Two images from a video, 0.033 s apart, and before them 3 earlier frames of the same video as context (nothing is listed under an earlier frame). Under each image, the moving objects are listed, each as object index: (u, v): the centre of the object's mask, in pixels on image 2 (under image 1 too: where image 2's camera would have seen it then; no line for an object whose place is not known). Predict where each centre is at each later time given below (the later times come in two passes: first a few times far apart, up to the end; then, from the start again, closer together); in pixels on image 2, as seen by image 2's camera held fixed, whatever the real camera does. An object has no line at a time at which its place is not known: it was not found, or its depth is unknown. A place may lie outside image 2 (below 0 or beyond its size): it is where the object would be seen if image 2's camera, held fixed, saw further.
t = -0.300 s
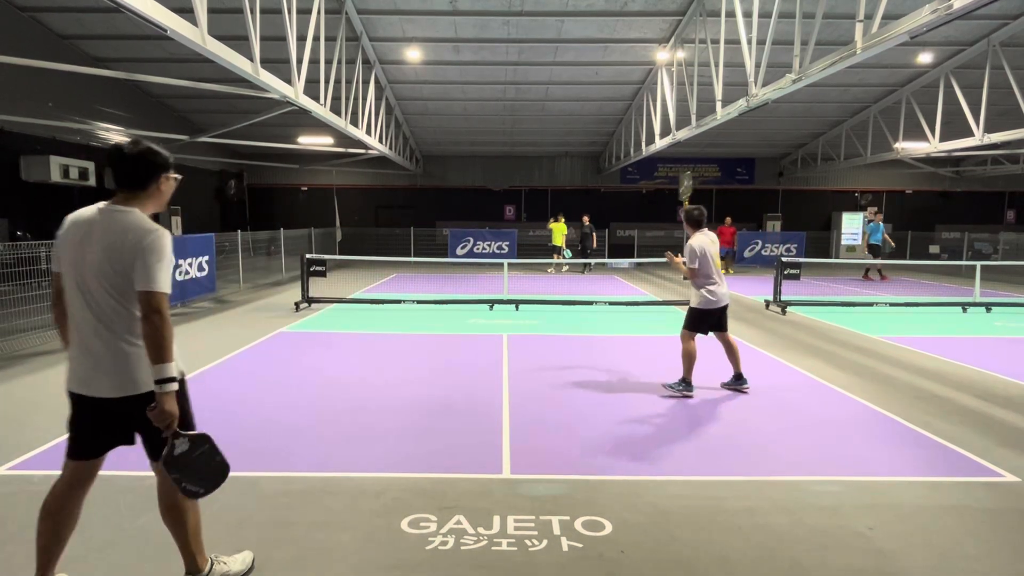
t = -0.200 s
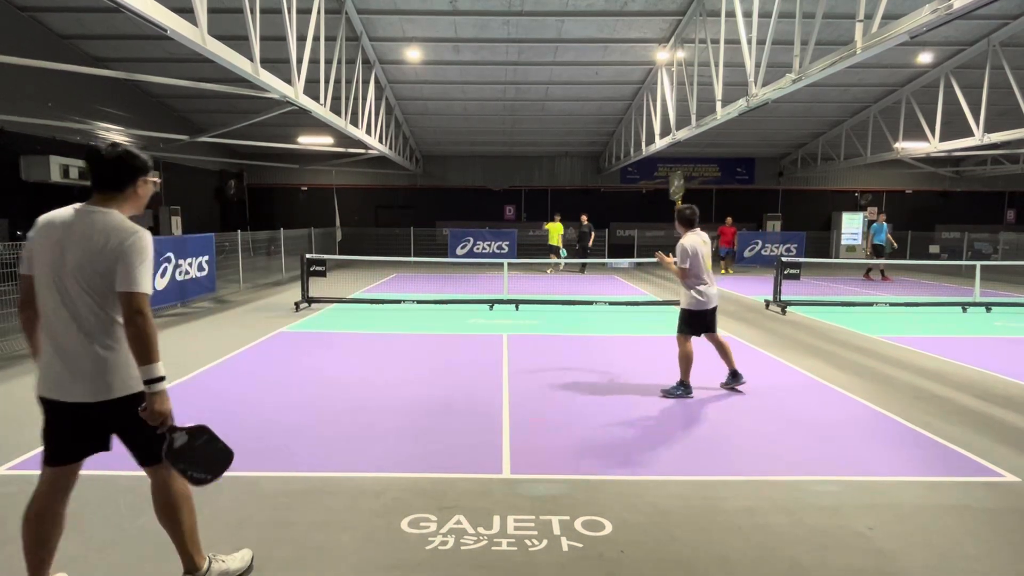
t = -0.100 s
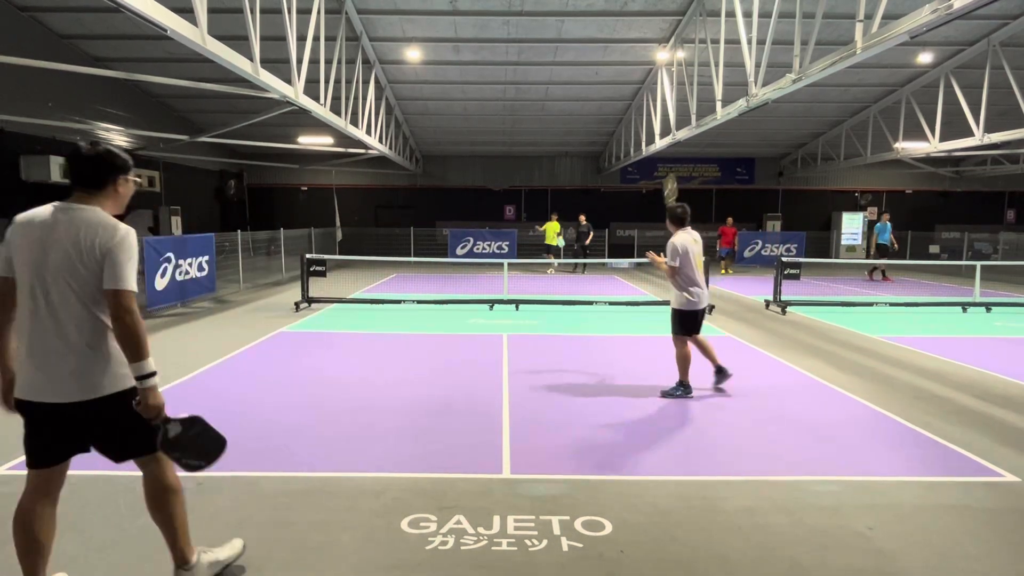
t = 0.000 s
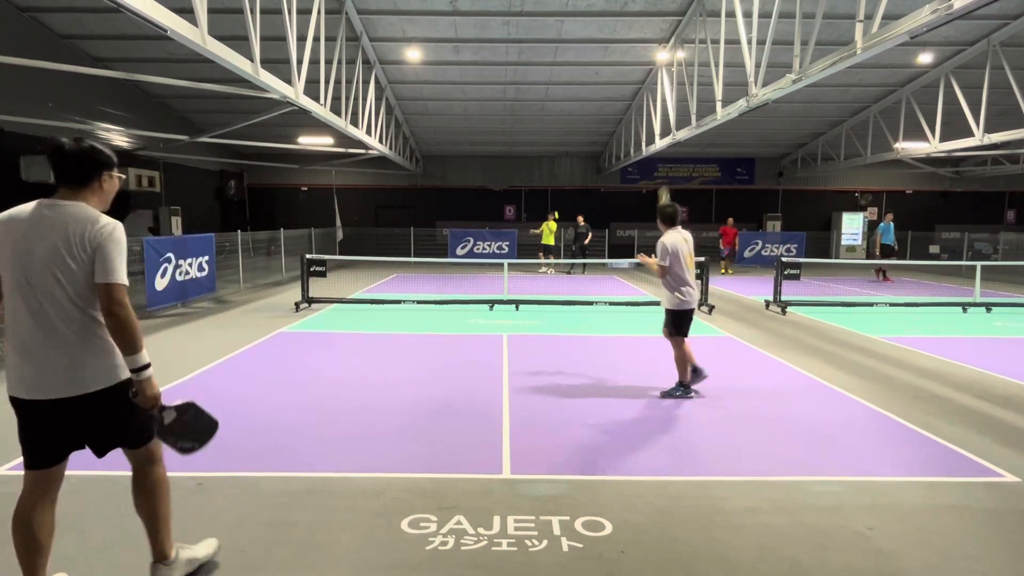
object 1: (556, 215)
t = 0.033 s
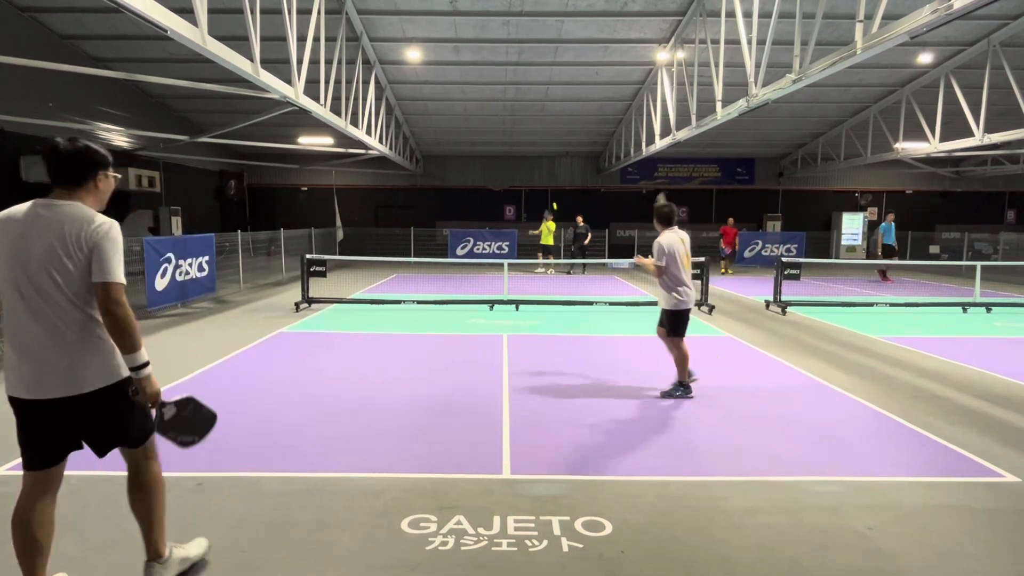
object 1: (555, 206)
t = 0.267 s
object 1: (542, 153)
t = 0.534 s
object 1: (525, 114)
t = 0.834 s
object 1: (501, 114)
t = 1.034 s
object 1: (482, 153)
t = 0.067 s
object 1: (553, 198)
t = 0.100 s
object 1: (551, 189)
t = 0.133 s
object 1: (550, 181)
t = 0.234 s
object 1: (544, 159)
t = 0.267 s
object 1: (542, 153)
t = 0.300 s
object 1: (540, 146)
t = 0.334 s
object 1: (538, 140)
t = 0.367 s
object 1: (536, 135)
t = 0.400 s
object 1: (534, 130)
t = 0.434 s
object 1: (532, 125)
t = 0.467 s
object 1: (530, 121)
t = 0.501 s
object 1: (528, 117)
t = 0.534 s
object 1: (525, 114)
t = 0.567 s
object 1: (523, 112)
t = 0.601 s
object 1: (520, 109)
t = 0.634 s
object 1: (518, 108)
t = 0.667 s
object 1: (515, 107)
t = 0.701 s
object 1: (513, 107)
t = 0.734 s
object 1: (510, 107)
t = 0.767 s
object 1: (507, 109)
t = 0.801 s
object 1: (504, 111)
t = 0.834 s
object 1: (501, 114)
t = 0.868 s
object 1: (498, 118)
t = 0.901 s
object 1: (495, 123)
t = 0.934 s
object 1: (492, 129)
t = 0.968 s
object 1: (489, 135)
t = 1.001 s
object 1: (485, 143)
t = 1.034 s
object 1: (482, 153)
